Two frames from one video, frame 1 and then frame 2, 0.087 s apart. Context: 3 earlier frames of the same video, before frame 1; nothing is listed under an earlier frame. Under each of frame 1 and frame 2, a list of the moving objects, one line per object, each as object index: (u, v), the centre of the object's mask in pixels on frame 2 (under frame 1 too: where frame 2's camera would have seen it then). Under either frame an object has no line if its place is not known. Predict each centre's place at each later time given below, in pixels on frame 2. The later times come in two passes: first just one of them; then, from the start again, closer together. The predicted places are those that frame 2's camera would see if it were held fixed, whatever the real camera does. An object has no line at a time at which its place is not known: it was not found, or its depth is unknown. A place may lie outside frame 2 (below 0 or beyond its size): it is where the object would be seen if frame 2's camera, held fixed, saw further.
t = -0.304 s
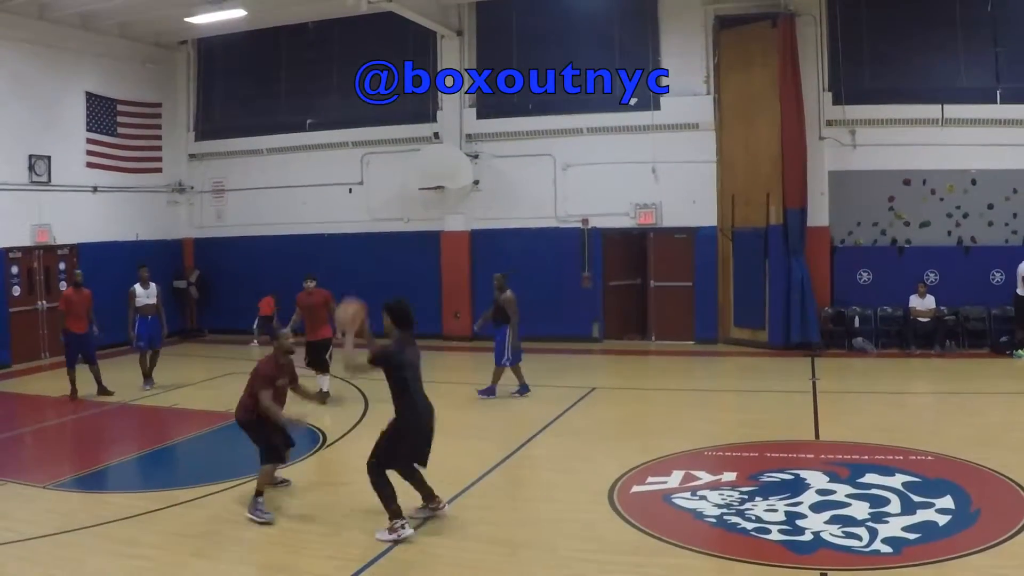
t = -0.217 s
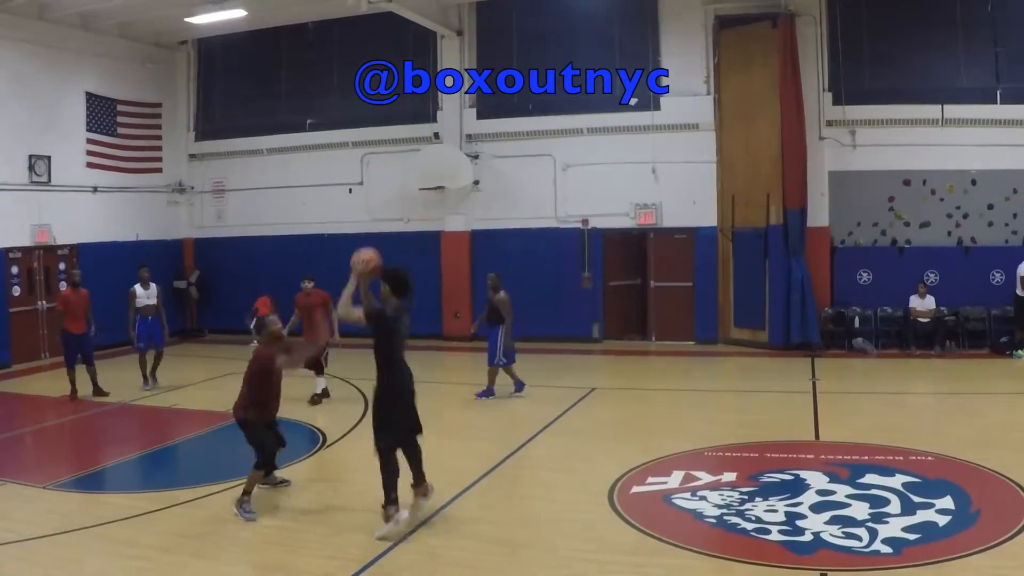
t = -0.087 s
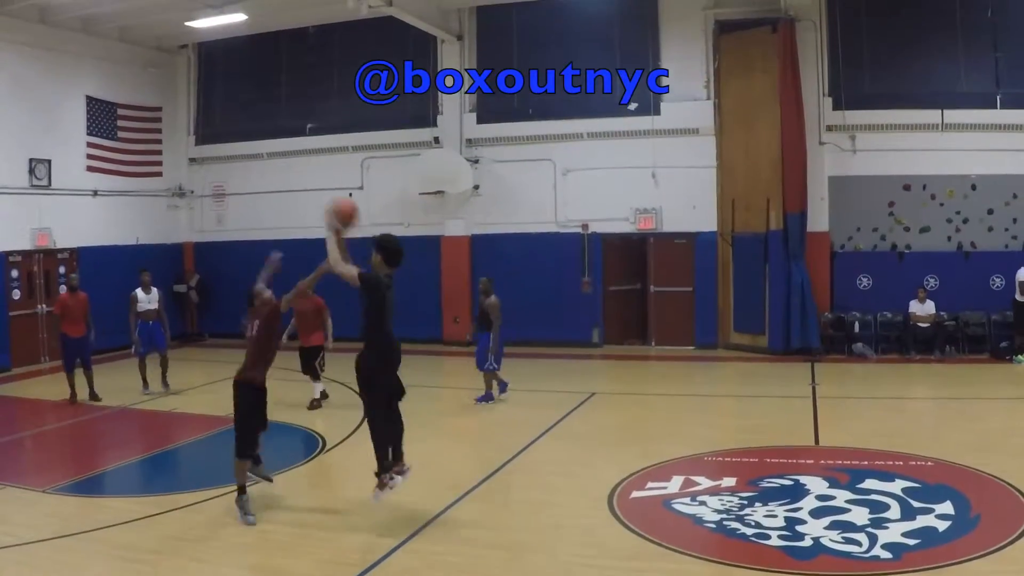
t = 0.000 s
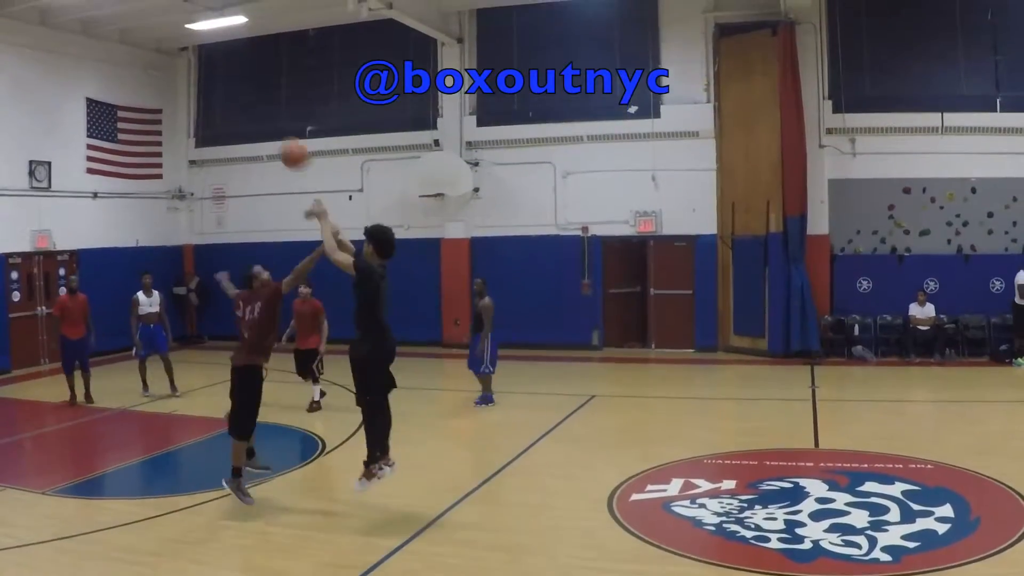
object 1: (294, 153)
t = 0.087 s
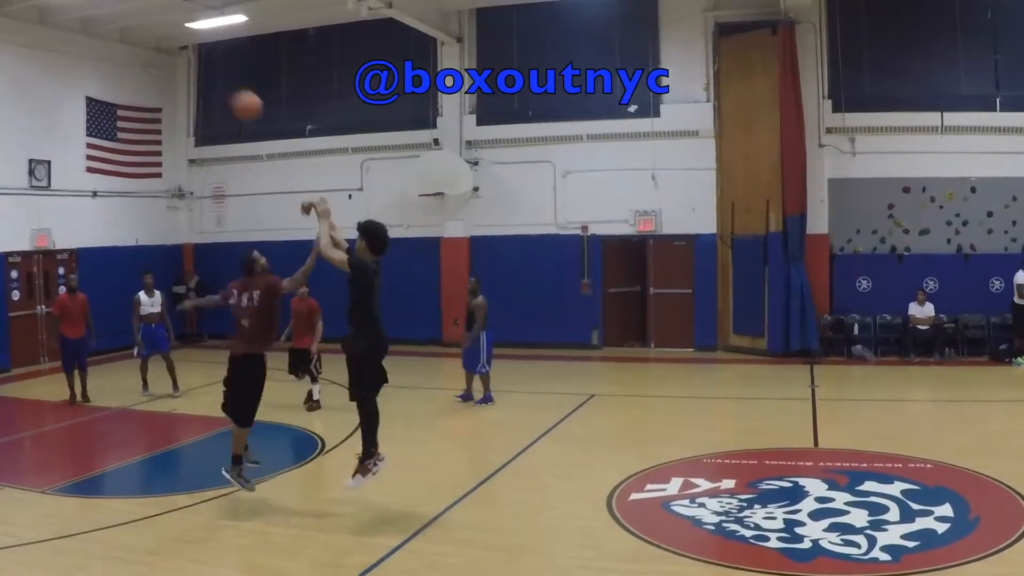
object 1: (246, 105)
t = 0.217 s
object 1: (185, 57)
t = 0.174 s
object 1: (206, 71)
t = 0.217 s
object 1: (185, 57)
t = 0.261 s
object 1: (168, 45)
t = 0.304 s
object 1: (149, 39)
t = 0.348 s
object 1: (132, 31)
